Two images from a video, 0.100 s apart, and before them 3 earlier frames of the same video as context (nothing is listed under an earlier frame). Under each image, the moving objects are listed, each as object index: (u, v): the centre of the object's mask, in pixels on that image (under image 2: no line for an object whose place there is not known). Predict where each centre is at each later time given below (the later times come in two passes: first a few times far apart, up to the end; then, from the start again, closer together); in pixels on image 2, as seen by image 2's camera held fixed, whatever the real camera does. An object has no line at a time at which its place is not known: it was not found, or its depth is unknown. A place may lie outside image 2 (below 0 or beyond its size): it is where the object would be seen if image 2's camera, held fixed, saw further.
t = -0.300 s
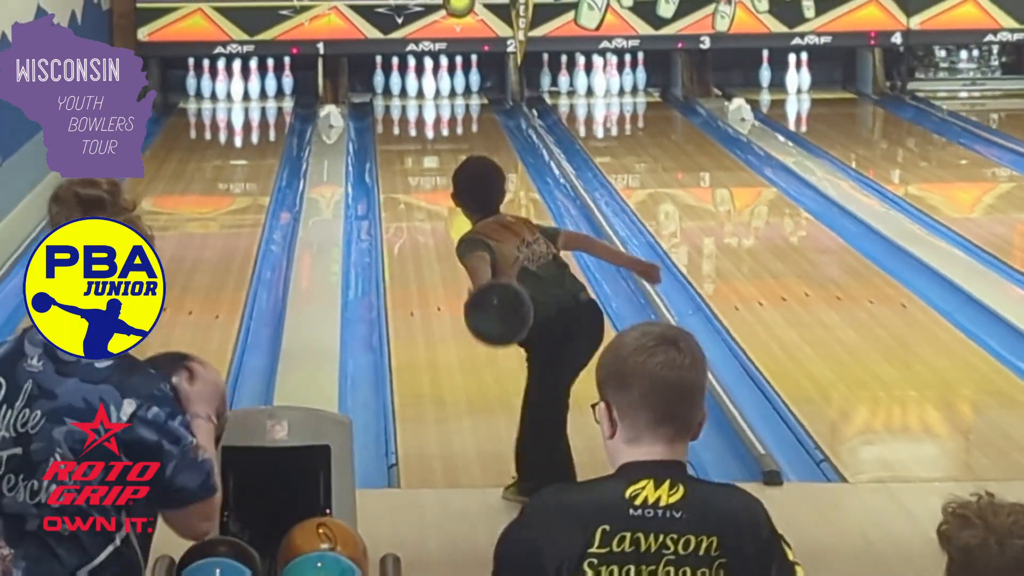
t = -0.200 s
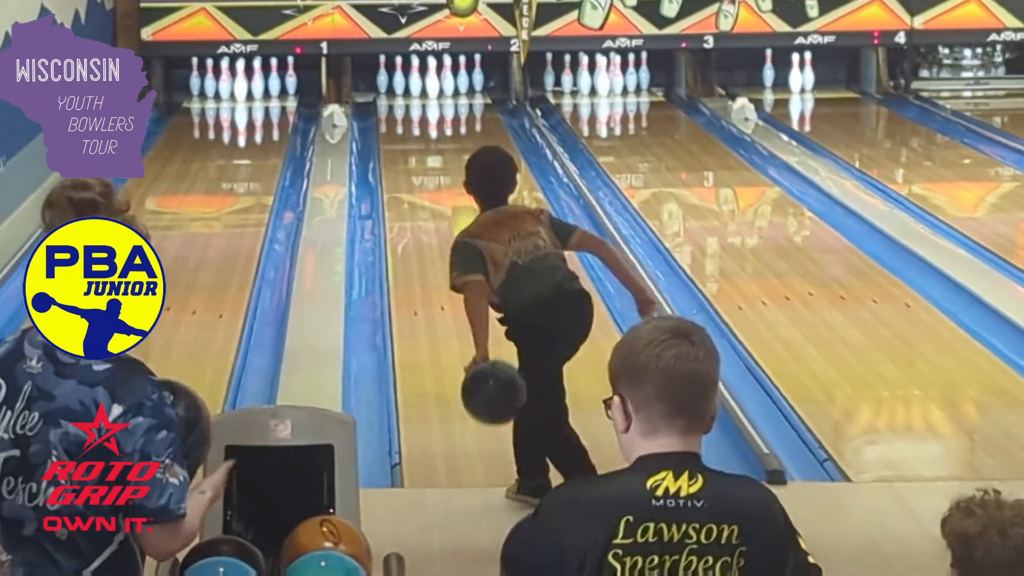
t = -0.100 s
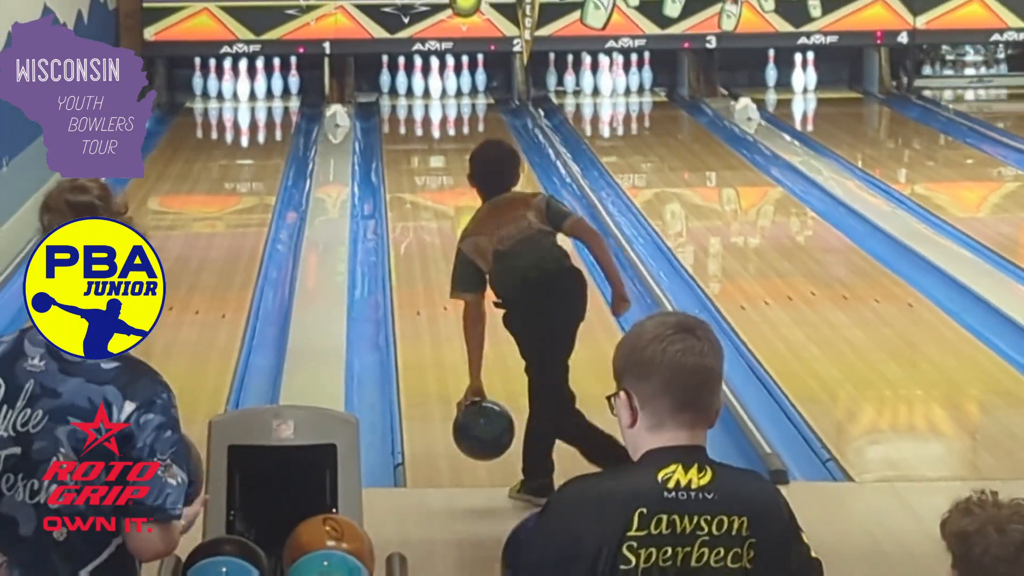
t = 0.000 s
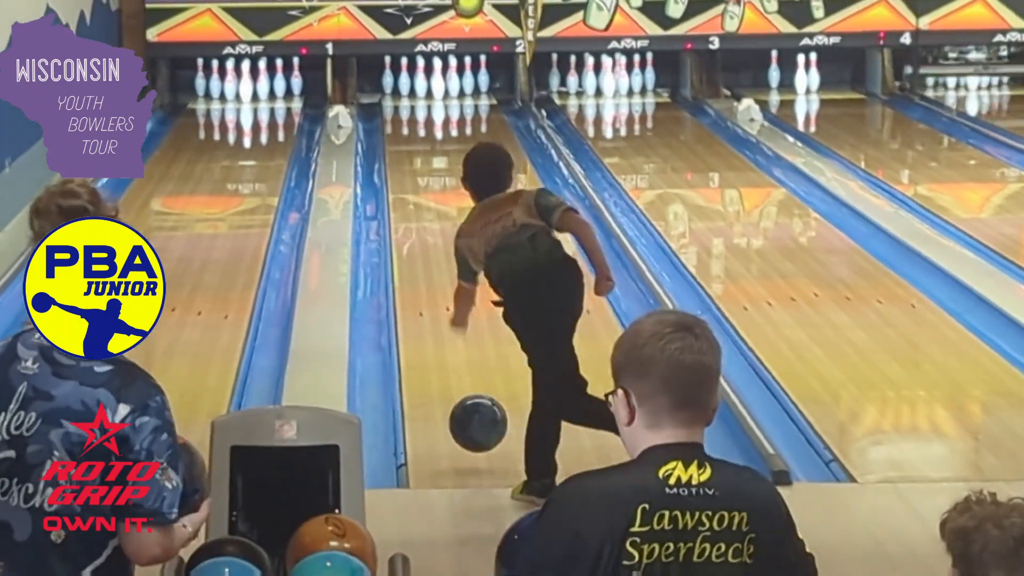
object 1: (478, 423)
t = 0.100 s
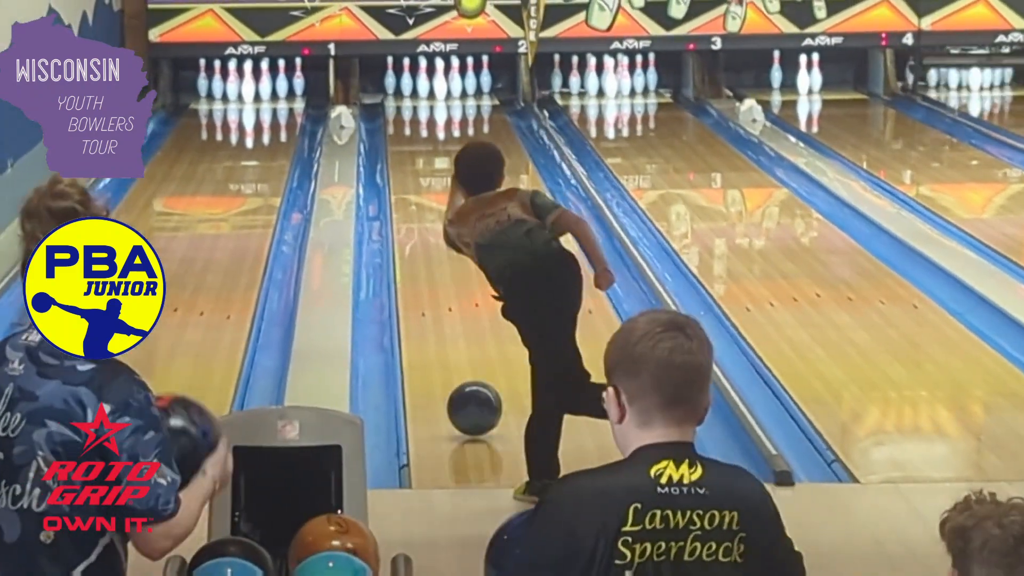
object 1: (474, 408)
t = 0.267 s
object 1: (466, 364)
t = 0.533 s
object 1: (444, 306)
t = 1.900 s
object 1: (432, 145)
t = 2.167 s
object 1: (436, 128)
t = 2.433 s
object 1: (443, 113)
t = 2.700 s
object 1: (455, 101)
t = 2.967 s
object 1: (468, 102)
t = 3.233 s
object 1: (490, 81)
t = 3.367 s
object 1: (504, 86)
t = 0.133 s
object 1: (473, 401)
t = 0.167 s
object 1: (471, 391)
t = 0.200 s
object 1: (469, 382)
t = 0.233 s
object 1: (467, 373)
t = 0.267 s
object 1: (466, 364)
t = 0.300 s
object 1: (464, 356)
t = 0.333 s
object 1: (463, 348)
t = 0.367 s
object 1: (461, 340)
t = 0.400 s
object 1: (457, 332)
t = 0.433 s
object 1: (454, 324)
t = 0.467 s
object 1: (451, 317)
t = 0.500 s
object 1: (448, 311)
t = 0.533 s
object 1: (444, 306)
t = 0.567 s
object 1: (438, 300)
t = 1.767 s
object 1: (432, 152)
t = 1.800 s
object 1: (432, 150)
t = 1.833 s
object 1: (431, 149)
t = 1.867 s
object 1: (431, 147)
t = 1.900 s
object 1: (432, 145)
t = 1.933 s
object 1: (431, 144)
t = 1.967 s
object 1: (432, 142)
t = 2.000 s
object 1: (435, 138)
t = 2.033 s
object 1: (435, 136)
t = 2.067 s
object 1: (435, 133)
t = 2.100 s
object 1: (435, 132)
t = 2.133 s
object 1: (436, 130)
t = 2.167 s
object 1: (436, 128)
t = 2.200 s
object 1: (437, 126)
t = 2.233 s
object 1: (438, 124)
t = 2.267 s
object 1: (439, 122)
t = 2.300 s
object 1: (439, 120)
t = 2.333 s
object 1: (440, 119)
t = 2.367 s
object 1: (441, 116)
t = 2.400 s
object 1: (442, 114)
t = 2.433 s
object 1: (443, 113)
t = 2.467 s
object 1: (444, 111)
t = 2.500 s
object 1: (445, 109)
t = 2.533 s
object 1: (447, 108)
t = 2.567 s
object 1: (449, 106)
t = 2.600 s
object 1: (450, 105)
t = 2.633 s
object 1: (452, 104)
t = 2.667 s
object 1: (454, 102)
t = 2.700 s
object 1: (455, 101)
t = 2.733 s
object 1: (457, 98)
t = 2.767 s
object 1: (458, 96)
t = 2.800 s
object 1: (459, 95)
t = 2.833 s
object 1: (461, 95)
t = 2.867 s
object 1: (463, 95)
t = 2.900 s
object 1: (464, 93)
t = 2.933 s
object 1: (466, 92)
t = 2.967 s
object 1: (468, 102)
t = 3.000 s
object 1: (469, 90)
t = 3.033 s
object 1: (470, 88)
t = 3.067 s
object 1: (472, 88)
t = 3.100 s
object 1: (473, 87)
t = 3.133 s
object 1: (477, 85)
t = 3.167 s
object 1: (482, 84)
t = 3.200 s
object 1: (486, 82)
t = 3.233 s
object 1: (490, 81)
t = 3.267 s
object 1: (491, 83)
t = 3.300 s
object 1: (497, 82)
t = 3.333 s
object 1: (501, 83)
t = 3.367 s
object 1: (504, 86)
